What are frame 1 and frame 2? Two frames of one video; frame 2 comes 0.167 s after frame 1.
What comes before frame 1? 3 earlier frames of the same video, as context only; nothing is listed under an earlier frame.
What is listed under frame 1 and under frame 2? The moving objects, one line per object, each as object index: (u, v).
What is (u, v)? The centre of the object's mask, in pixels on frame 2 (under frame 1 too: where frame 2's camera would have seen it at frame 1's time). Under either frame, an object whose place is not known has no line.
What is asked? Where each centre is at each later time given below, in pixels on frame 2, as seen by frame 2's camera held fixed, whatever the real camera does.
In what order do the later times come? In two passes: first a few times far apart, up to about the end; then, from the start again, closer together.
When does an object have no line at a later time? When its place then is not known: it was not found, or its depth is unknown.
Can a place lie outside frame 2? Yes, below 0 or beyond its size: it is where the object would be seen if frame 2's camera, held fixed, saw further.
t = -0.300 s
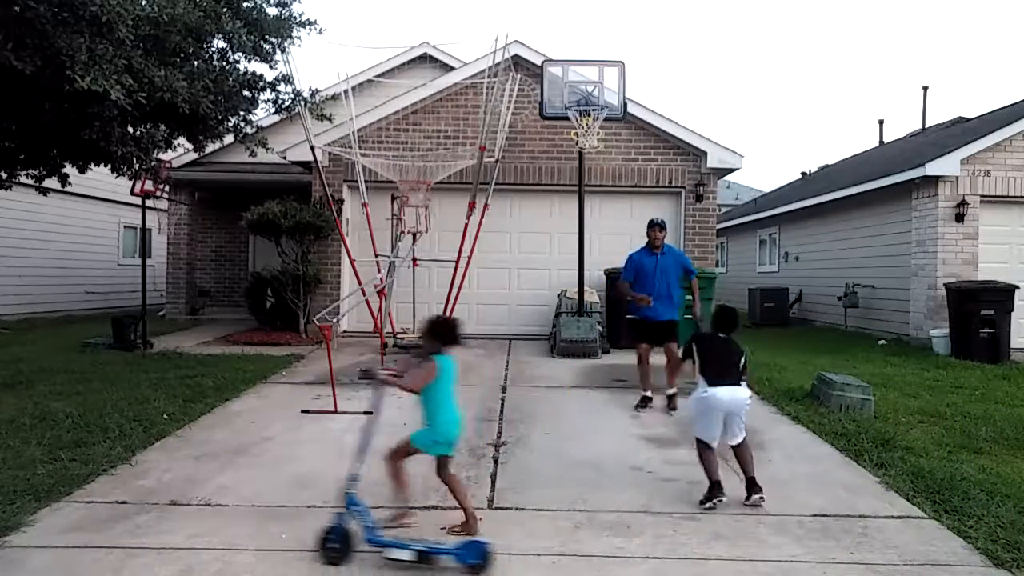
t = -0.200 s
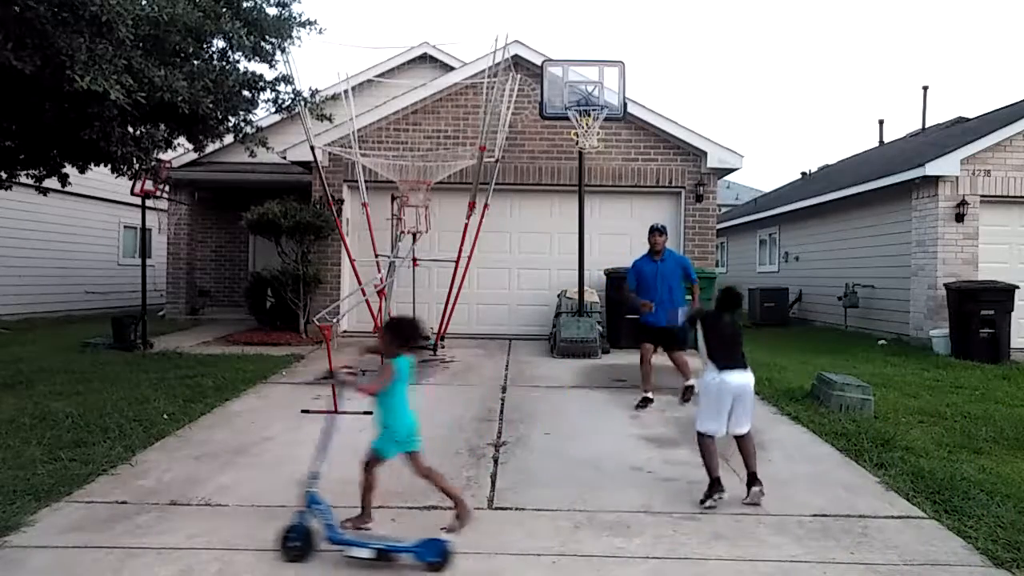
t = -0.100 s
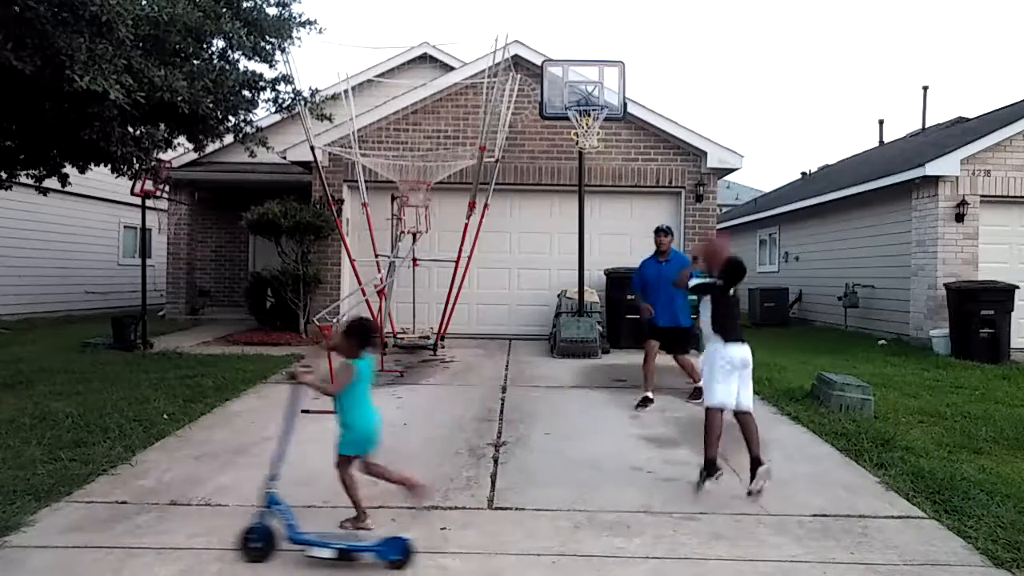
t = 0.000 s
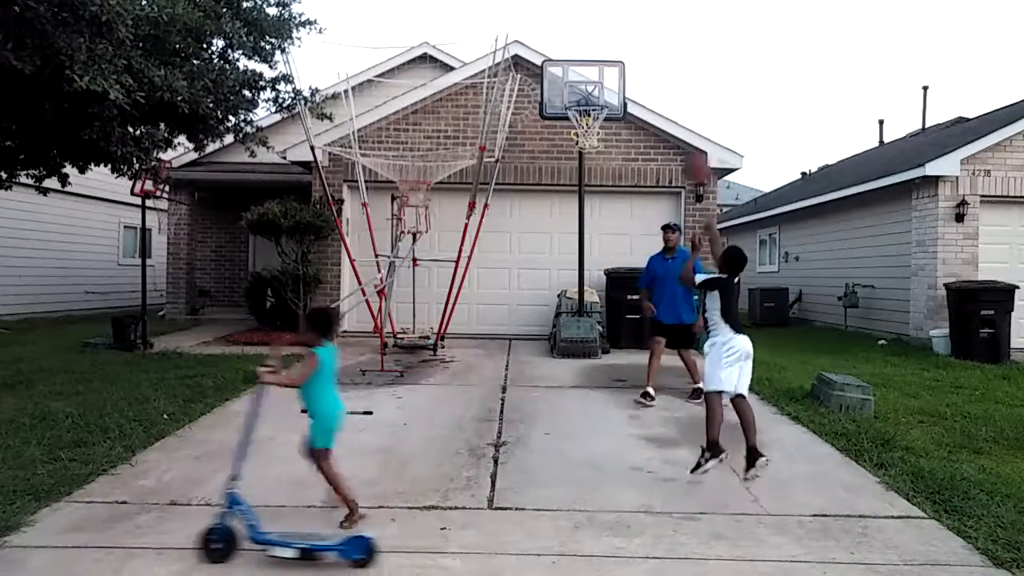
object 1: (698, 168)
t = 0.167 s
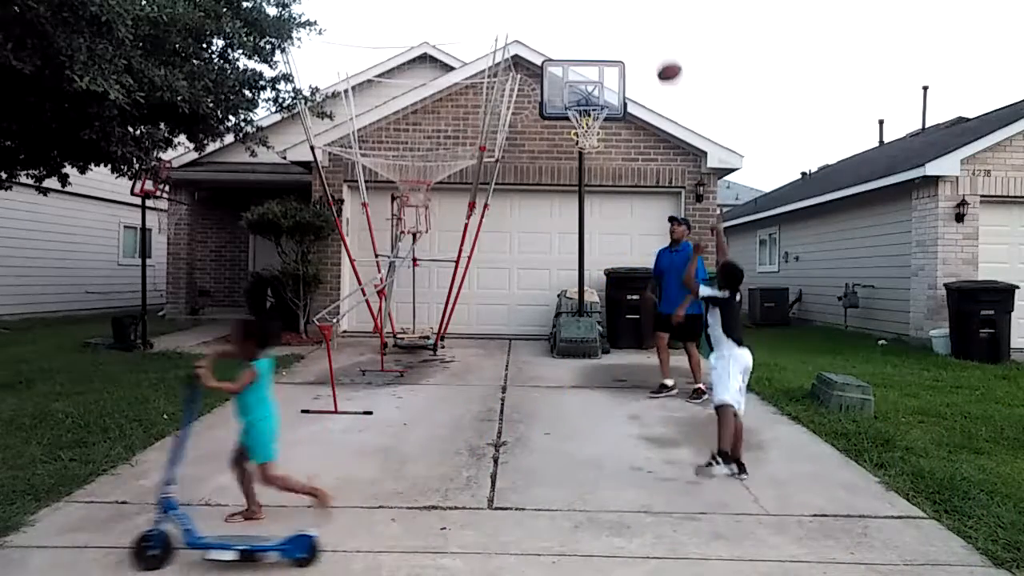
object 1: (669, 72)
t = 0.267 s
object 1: (656, 39)
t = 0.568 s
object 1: (622, 16)
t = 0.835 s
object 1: (600, 65)
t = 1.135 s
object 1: (584, 130)
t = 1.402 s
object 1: (590, 151)
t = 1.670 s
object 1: (589, 178)
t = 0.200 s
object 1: (664, 59)
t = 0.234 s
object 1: (660, 48)
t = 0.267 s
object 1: (656, 39)
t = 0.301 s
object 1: (651, 31)
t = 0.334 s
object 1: (647, 25)
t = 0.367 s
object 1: (644, 19)
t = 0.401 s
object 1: (640, 16)
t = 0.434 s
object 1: (636, 13)
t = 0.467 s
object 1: (632, 12)
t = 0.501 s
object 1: (629, 12)
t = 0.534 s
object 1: (626, 13)
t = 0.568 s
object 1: (622, 16)
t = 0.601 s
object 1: (620, 19)
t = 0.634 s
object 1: (617, 23)
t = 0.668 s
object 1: (613, 28)
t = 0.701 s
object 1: (611, 33)
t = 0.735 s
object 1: (608, 40)
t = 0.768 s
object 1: (605, 47)
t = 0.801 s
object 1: (603, 56)
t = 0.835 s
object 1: (600, 65)
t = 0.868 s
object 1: (598, 75)
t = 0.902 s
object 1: (595, 84)
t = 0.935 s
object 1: (594, 93)
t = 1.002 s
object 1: (583, 108)
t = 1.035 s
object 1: (581, 111)
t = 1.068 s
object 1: (579, 112)
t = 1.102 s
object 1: (578, 115)
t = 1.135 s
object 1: (584, 130)
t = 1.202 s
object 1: (580, 144)
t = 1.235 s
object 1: (585, 142)
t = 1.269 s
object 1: (587, 143)
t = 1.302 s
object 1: (588, 146)
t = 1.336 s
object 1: (588, 147)
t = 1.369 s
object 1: (589, 149)
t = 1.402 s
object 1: (590, 151)
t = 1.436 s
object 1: (590, 153)
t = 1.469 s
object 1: (589, 155)
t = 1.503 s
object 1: (589, 156)
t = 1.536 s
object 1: (590, 160)
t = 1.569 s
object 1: (589, 162)
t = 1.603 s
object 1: (589, 164)
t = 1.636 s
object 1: (589, 171)
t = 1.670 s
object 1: (589, 178)
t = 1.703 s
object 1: (589, 185)
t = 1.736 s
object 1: (589, 190)
